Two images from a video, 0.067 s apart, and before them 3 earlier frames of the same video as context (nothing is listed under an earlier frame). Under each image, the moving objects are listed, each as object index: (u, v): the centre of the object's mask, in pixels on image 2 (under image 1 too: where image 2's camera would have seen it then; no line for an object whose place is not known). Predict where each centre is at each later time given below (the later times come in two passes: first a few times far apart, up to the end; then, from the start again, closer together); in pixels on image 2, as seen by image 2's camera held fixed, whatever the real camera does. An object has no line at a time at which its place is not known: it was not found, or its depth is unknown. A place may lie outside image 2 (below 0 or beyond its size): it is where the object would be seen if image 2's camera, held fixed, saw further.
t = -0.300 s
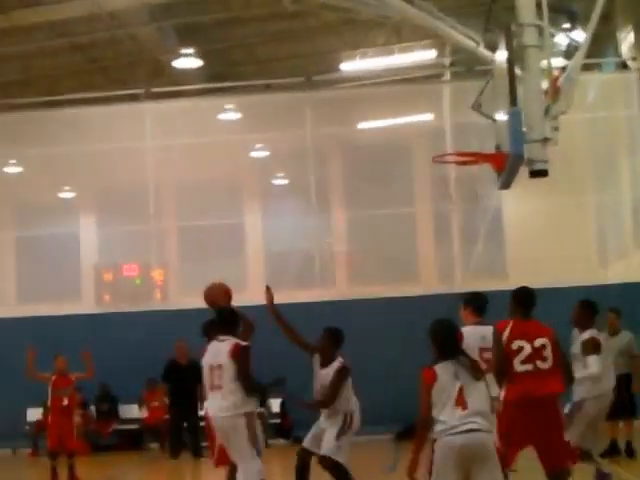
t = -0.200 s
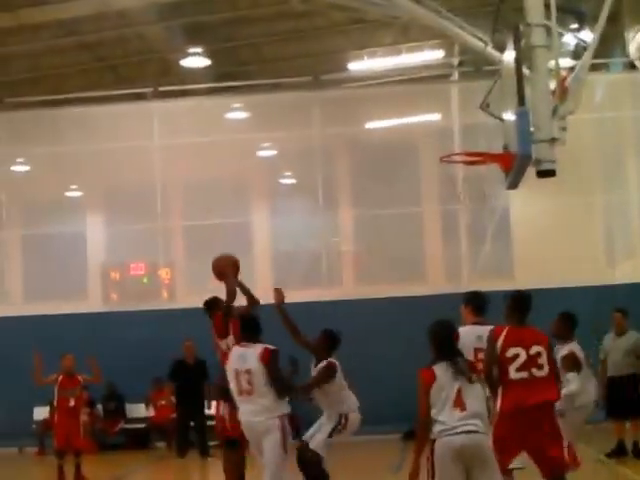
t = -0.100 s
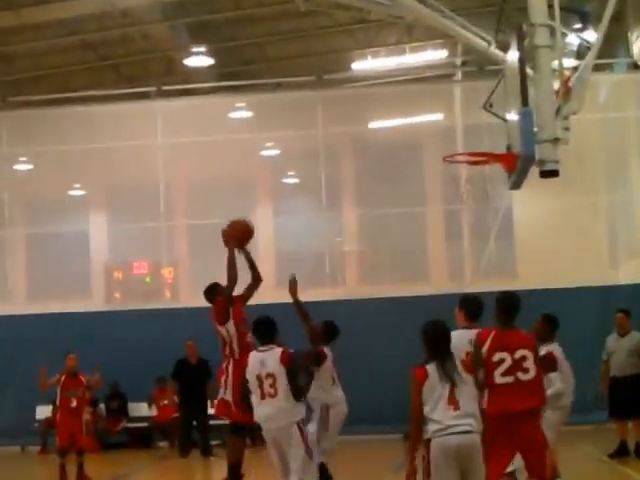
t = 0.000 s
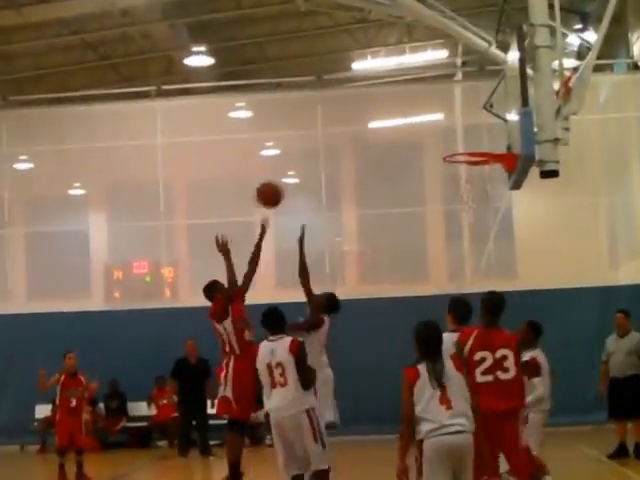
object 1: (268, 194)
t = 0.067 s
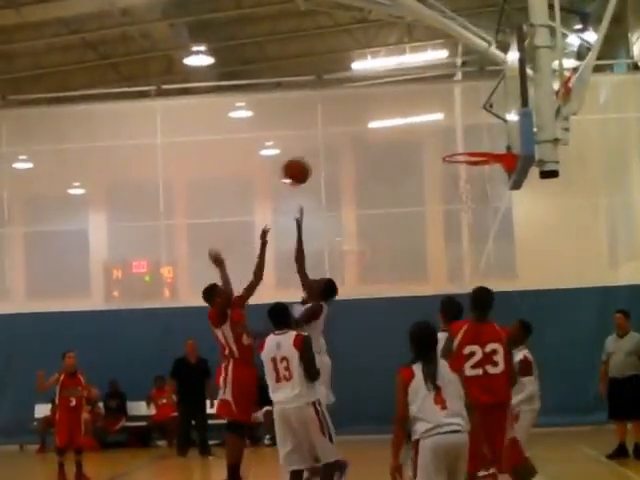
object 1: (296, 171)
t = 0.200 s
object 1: (351, 140)
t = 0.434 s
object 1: (450, 133)
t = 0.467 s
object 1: (464, 136)
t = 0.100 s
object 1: (309, 162)
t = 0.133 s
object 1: (323, 154)
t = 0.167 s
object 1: (337, 146)
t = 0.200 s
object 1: (351, 140)
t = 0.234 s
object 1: (364, 136)
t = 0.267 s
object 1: (378, 132)
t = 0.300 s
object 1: (393, 129)
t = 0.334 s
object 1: (407, 128)
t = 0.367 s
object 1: (422, 129)
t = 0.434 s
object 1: (450, 133)
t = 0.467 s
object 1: (464, 136)
